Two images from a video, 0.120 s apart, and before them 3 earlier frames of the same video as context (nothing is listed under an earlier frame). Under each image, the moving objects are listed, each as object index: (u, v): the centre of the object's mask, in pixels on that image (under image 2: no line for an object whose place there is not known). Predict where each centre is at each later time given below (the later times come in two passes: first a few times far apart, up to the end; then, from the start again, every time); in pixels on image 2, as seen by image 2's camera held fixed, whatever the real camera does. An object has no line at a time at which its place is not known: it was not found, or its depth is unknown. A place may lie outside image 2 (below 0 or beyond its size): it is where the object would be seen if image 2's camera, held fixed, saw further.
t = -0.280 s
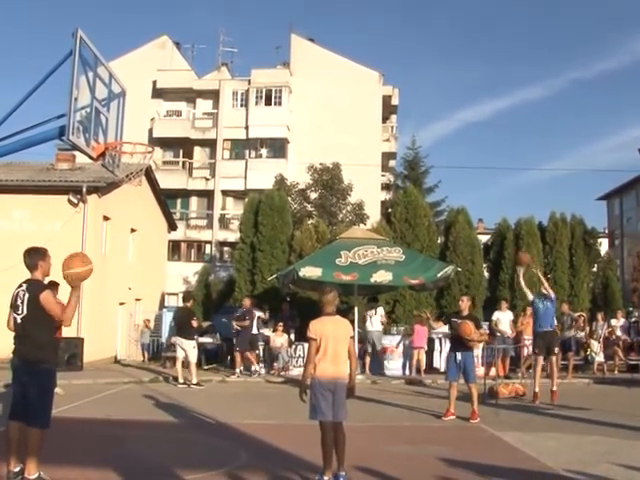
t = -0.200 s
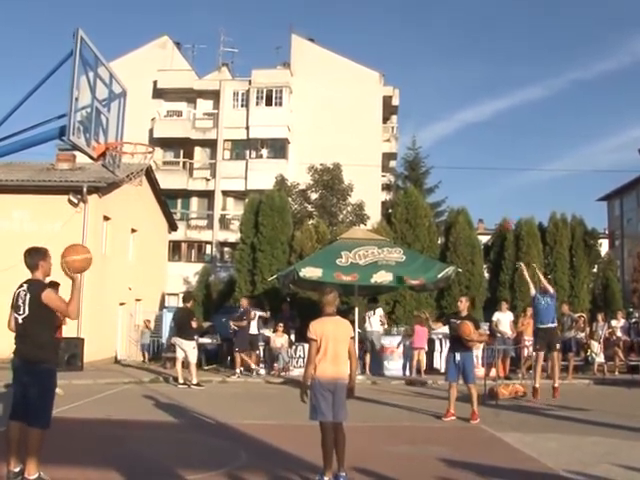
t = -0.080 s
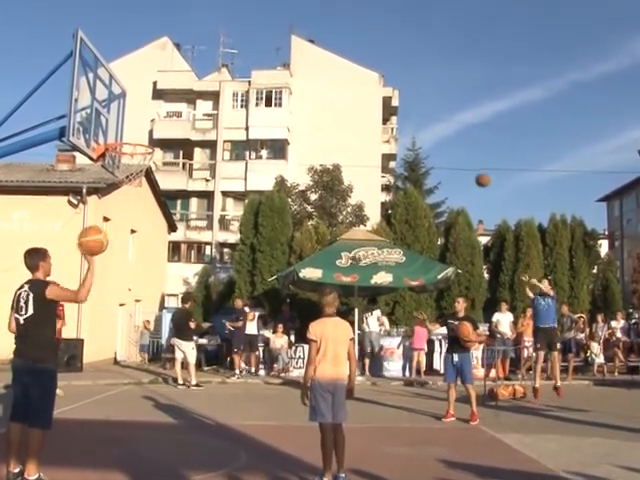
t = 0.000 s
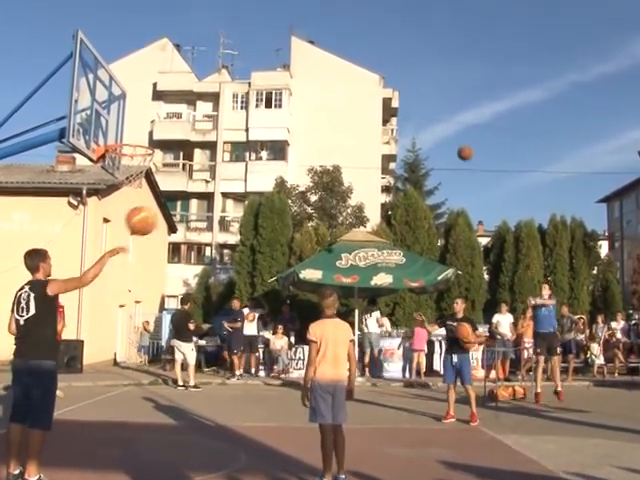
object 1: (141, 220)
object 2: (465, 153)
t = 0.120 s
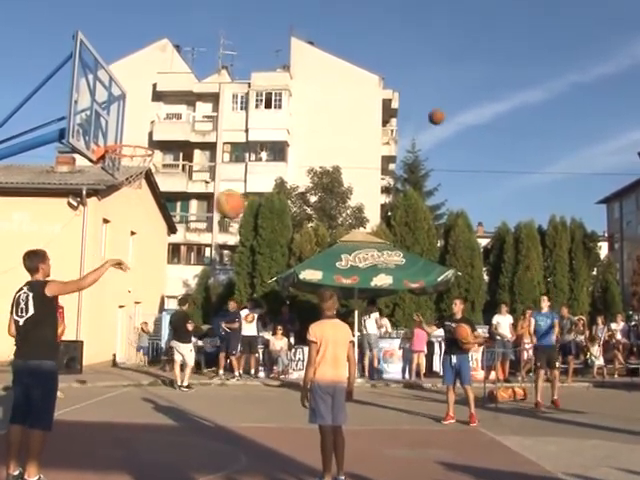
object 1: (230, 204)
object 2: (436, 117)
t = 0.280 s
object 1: (350, 209)
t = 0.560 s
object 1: (557, 295)
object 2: (310, 46)
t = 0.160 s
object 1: (261, 201)
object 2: (426, 106)
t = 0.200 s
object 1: (290, 202)
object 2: (416, 96)
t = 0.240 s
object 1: (321, 205)
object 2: (405, 87)
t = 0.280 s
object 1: (350, 209)
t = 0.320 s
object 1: (380, 215)
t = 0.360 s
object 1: (411, 223)
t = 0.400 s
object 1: (440, 234)
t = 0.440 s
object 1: (468, 246)
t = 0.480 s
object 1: (499, 261)
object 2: (335, 50)
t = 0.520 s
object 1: (529, 277)
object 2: (323, 48)
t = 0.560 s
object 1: (557, 295)
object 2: (310, 46)
